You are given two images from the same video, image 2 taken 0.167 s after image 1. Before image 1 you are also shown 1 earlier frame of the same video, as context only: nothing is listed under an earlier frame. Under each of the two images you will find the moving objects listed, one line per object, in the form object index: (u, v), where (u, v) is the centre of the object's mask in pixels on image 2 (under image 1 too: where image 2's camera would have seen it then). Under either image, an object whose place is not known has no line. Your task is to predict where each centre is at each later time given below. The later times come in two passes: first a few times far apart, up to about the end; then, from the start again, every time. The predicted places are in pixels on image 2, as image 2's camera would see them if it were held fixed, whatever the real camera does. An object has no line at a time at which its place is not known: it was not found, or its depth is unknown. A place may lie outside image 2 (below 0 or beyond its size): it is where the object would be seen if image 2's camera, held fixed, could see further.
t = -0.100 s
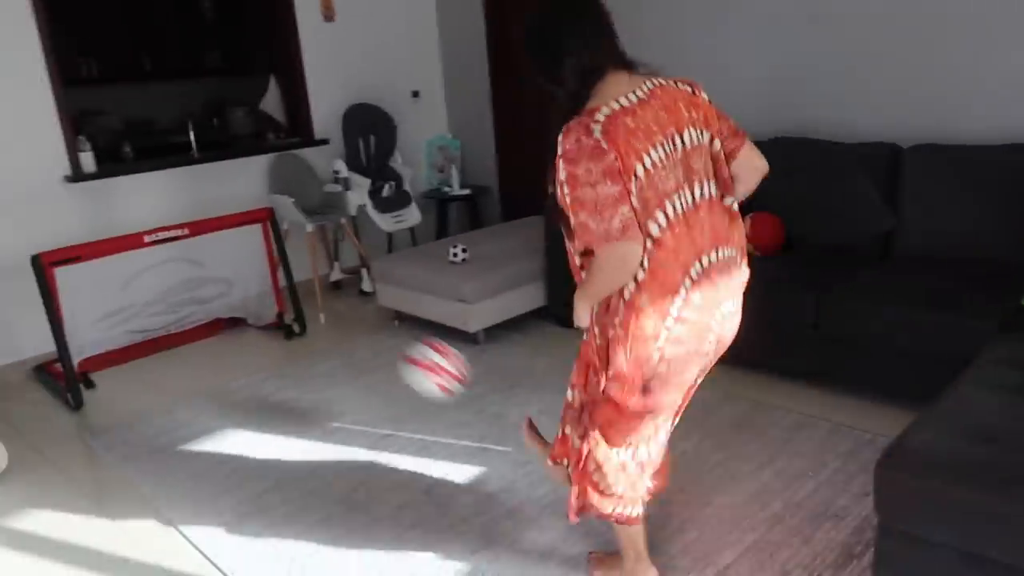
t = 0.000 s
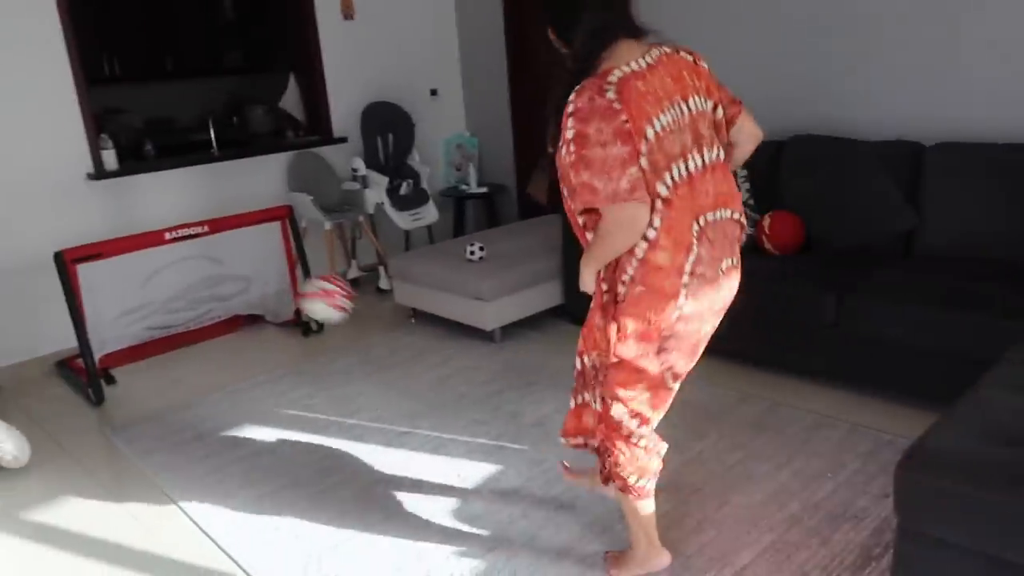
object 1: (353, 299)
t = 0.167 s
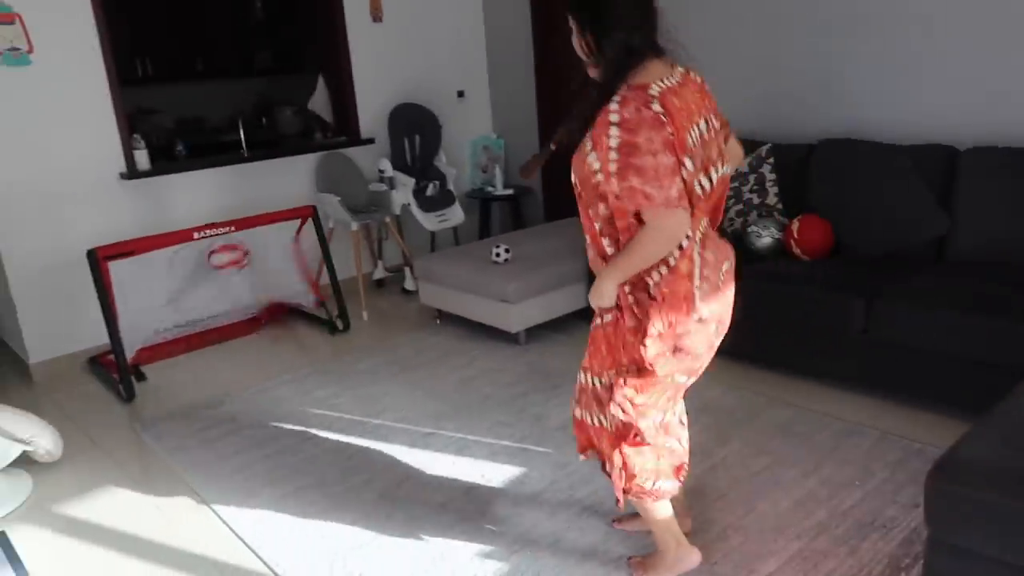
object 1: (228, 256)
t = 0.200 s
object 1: (220, 262)
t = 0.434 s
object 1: (250, 299)
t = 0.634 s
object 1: (292, 296)
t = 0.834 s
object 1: (346, 343)
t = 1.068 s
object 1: (411, 356)
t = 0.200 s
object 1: (220, 262)
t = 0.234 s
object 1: (215, 269)
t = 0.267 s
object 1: (220, 287)
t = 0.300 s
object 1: (227, 307)
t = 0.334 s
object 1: (235, 321)
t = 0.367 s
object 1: (240, 313)
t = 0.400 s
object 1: (245, 306)
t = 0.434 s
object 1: (250, 299)
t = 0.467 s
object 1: (255, 292)
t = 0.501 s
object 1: (261, 289)
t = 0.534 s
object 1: (268, 288)
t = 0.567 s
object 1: (275, 288)
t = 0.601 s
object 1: (283, 291)
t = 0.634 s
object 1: (292, 296)
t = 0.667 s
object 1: (302, 304)
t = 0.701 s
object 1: (310, 312)
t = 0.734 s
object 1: (319, 322)
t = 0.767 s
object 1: (330, 334)
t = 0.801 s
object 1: (339, 348)
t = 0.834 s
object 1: (346, 343)
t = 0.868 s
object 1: (354, 339)
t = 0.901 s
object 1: (362, 336)
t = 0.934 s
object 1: (371, 336)
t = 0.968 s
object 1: (381, 338)
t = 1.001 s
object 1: (391, 341)
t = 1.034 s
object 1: (401, 348)
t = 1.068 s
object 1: (411, 356)
